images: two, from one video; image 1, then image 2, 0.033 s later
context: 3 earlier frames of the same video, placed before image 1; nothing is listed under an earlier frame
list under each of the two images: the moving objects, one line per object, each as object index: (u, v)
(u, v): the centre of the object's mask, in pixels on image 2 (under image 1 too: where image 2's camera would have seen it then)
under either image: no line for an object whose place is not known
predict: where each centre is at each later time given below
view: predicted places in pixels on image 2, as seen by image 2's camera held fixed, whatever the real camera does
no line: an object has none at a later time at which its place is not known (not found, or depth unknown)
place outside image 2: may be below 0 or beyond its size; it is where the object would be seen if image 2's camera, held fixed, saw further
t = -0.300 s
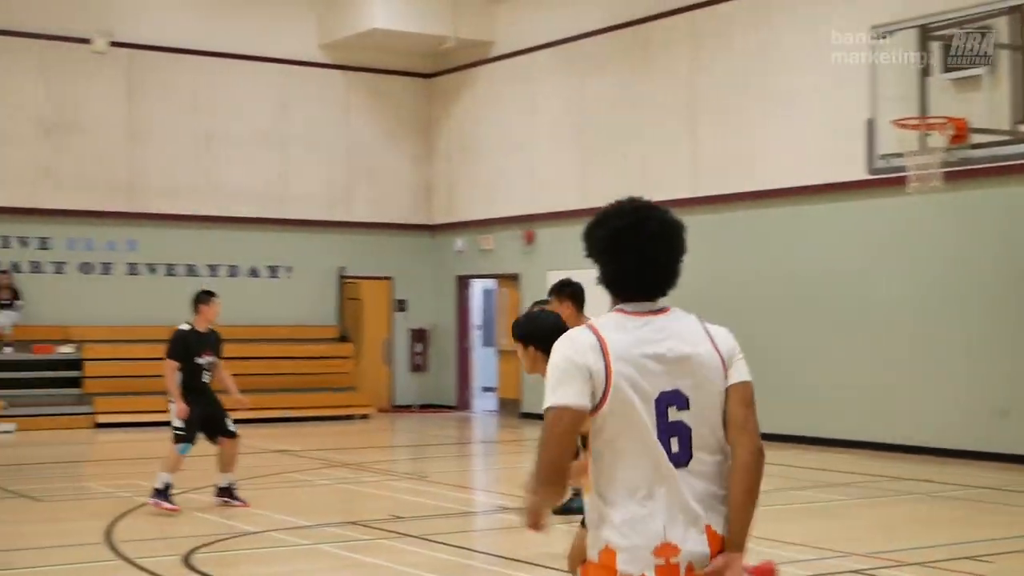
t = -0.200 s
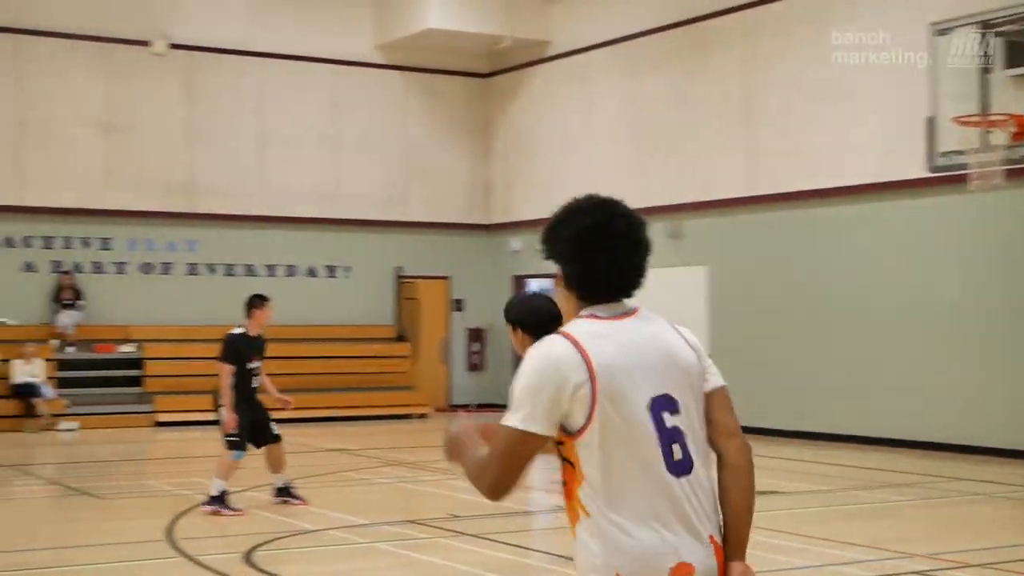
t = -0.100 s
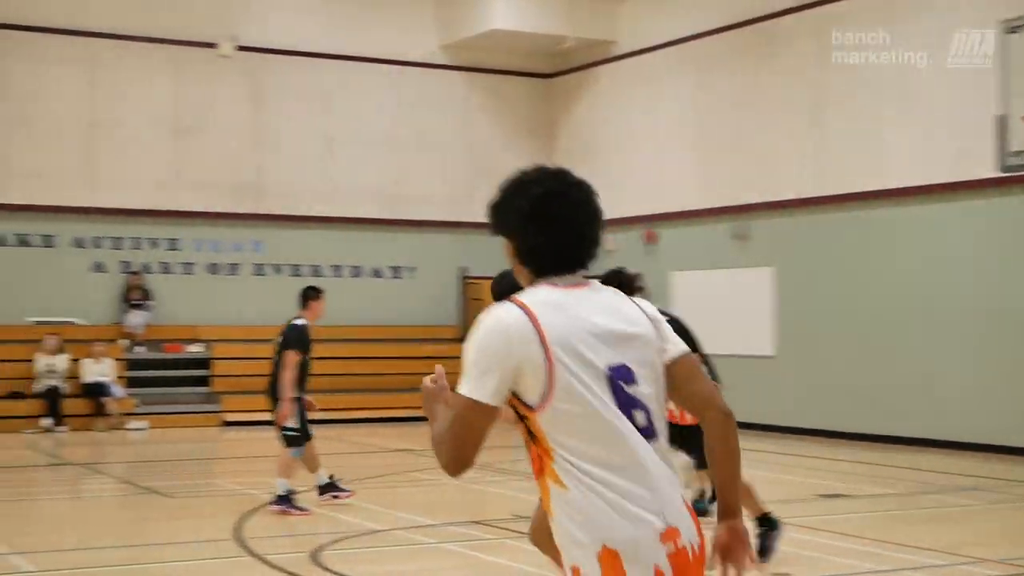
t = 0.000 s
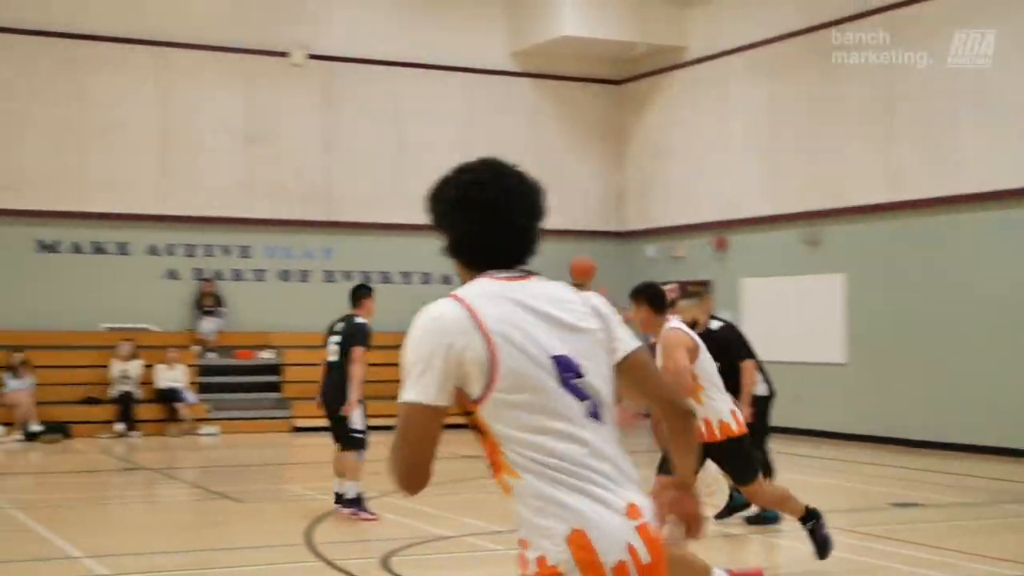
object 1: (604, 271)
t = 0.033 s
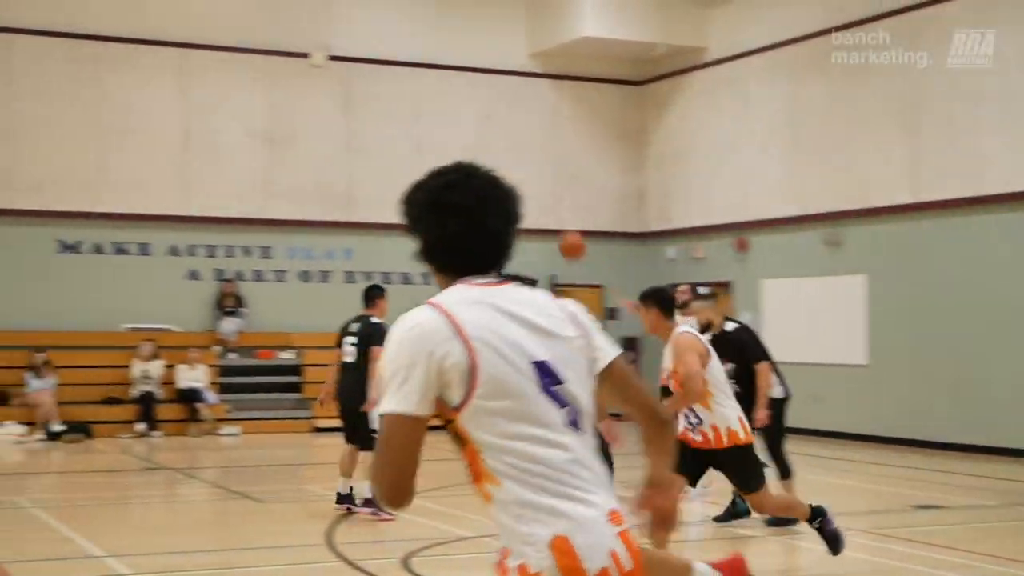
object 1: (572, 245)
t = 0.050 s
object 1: (556, 234)
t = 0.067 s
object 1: (541, 222)
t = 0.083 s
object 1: (525, 209)
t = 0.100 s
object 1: (506, 198)
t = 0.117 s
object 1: (491, 185)
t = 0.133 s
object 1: (472, 172)
